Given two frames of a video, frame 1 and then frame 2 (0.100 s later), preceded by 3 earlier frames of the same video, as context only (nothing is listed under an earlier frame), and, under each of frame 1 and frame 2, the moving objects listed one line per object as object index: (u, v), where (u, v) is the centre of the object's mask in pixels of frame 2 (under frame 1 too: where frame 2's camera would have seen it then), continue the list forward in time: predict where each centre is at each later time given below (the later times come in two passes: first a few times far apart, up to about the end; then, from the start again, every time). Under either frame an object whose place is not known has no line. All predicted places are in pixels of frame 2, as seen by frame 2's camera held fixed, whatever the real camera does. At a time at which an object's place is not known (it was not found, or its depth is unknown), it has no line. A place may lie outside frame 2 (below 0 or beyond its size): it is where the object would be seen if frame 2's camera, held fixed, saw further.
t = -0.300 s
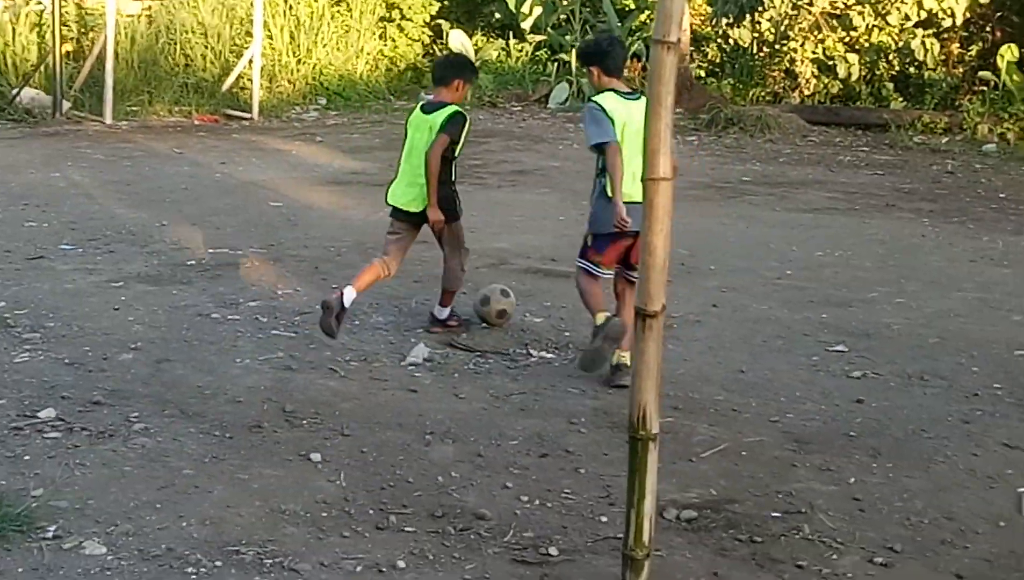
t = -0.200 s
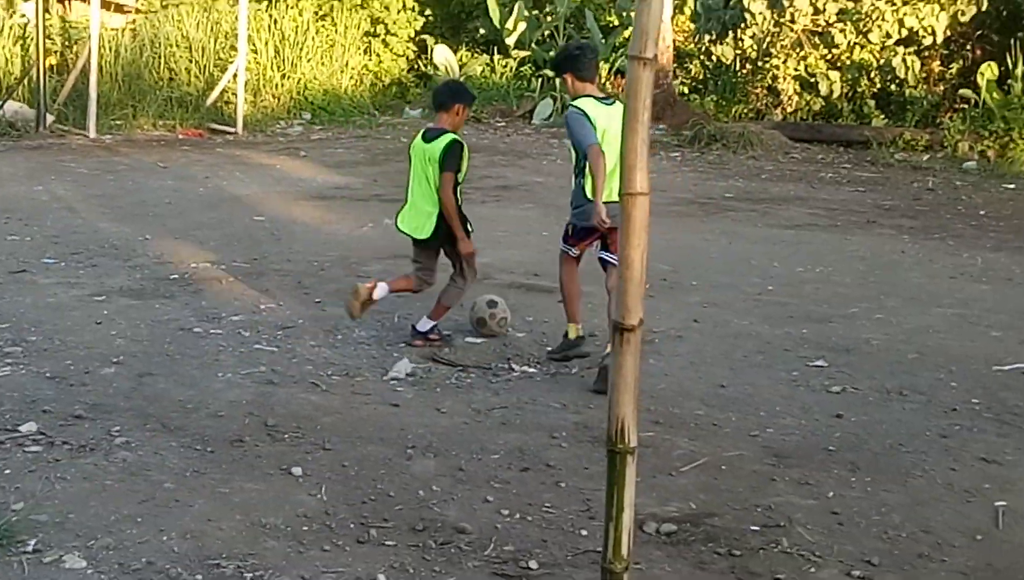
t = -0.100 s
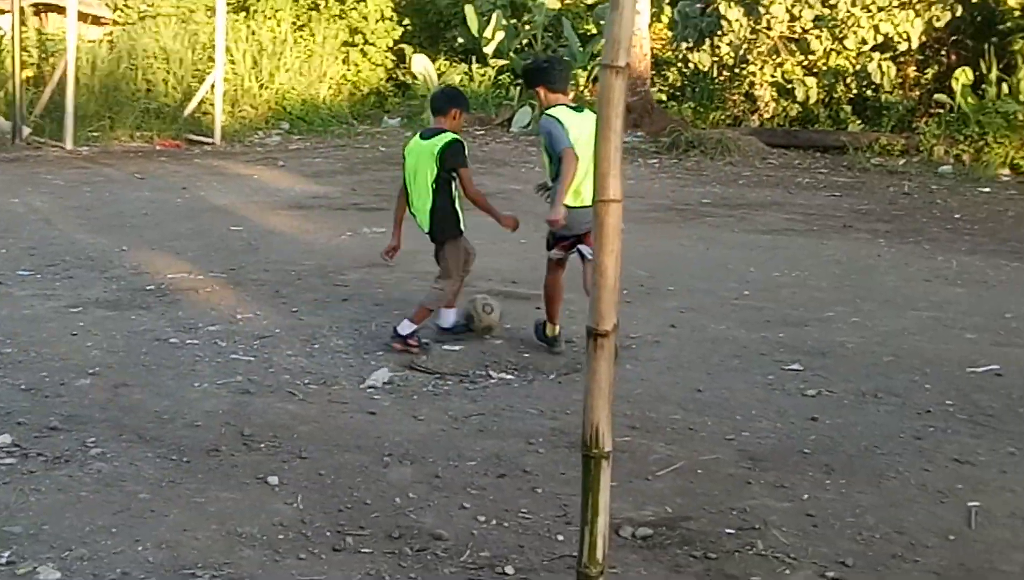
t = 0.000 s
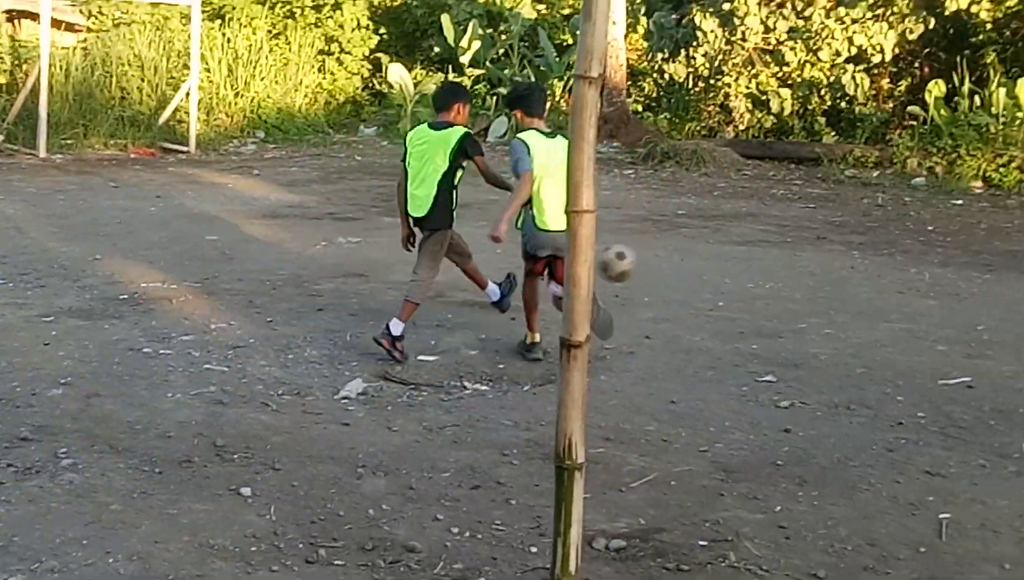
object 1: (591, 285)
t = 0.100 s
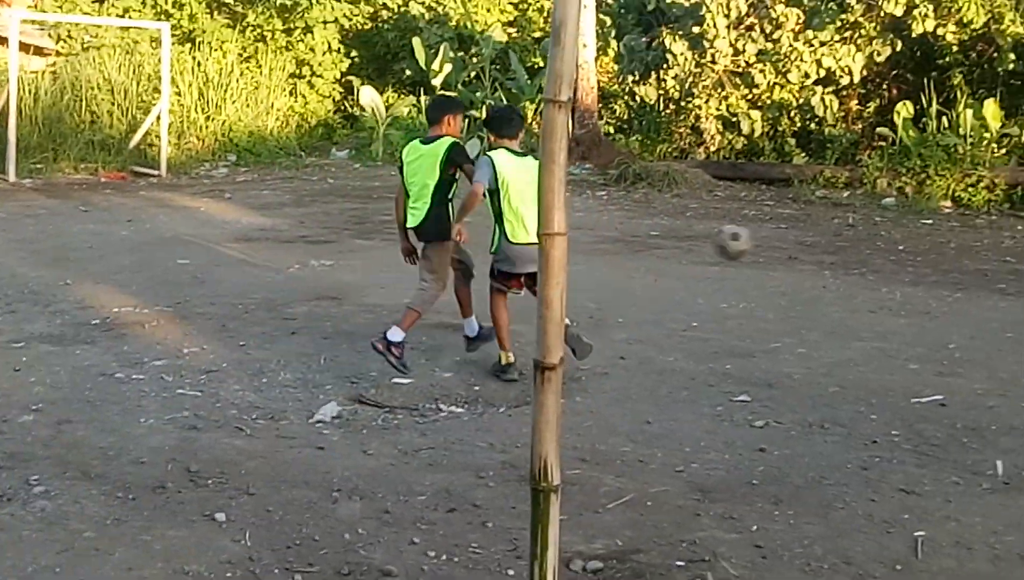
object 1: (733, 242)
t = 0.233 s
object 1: (894, 213)
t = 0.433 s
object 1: (1095, 217)
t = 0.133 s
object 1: (777, 232)
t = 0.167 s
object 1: (818, 224)
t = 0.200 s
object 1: (857, 218)
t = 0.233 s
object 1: (894, 213)
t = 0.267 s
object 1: (933, 211)
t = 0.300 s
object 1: (968, 210)
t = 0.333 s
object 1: (1002, 210)
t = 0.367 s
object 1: (1034, 210)
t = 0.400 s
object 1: (1065, 214)
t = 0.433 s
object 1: (1095, 217)
